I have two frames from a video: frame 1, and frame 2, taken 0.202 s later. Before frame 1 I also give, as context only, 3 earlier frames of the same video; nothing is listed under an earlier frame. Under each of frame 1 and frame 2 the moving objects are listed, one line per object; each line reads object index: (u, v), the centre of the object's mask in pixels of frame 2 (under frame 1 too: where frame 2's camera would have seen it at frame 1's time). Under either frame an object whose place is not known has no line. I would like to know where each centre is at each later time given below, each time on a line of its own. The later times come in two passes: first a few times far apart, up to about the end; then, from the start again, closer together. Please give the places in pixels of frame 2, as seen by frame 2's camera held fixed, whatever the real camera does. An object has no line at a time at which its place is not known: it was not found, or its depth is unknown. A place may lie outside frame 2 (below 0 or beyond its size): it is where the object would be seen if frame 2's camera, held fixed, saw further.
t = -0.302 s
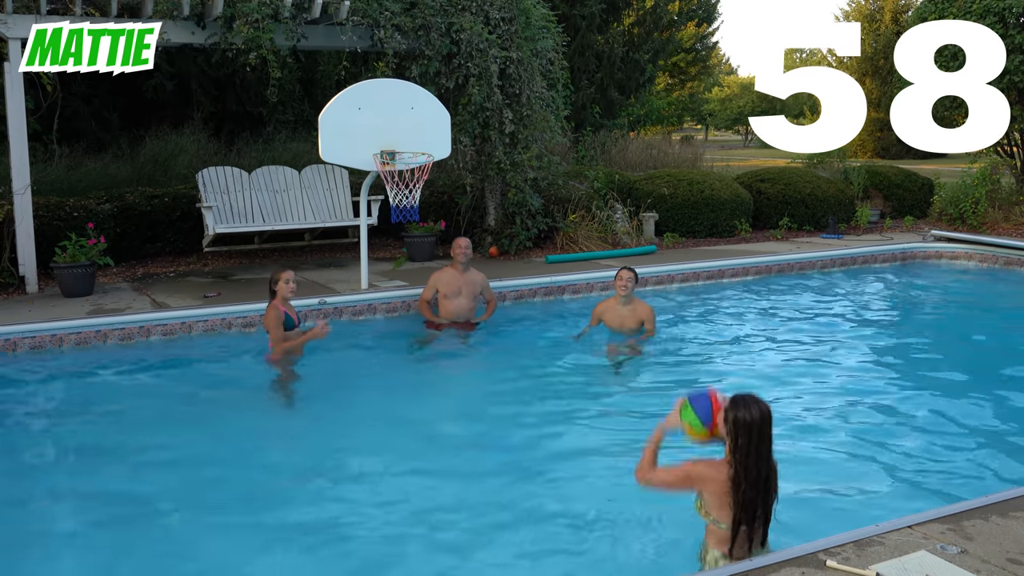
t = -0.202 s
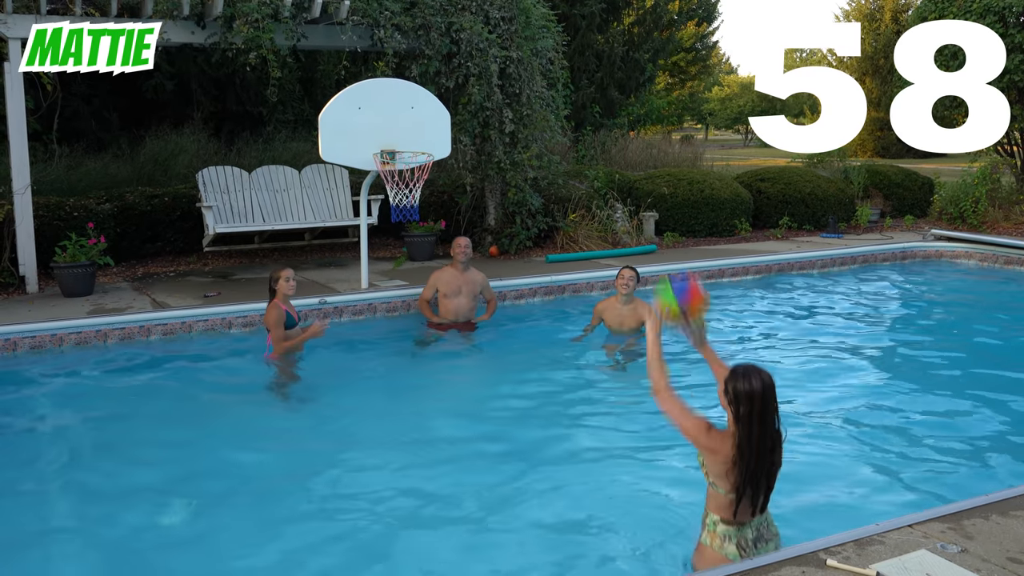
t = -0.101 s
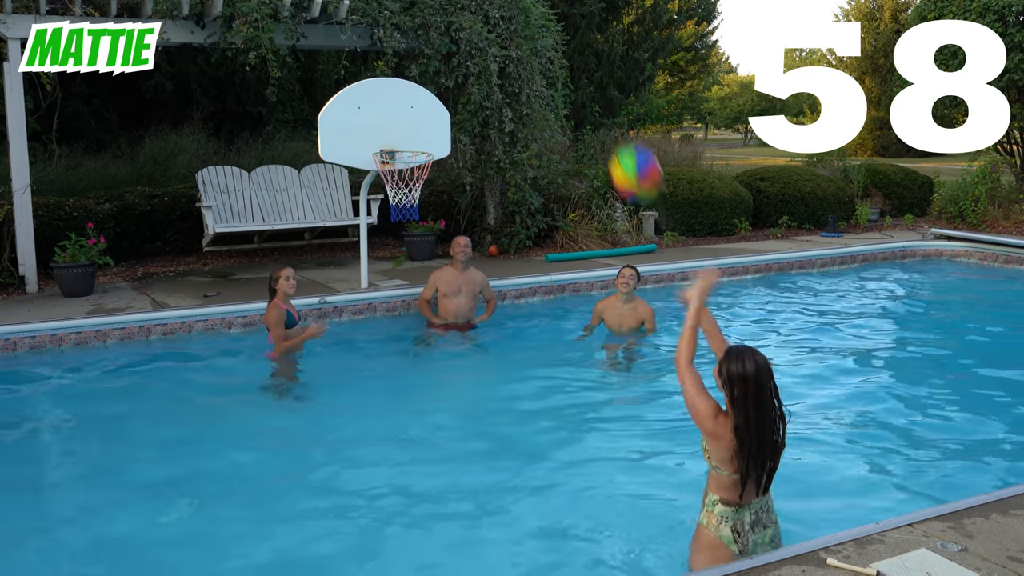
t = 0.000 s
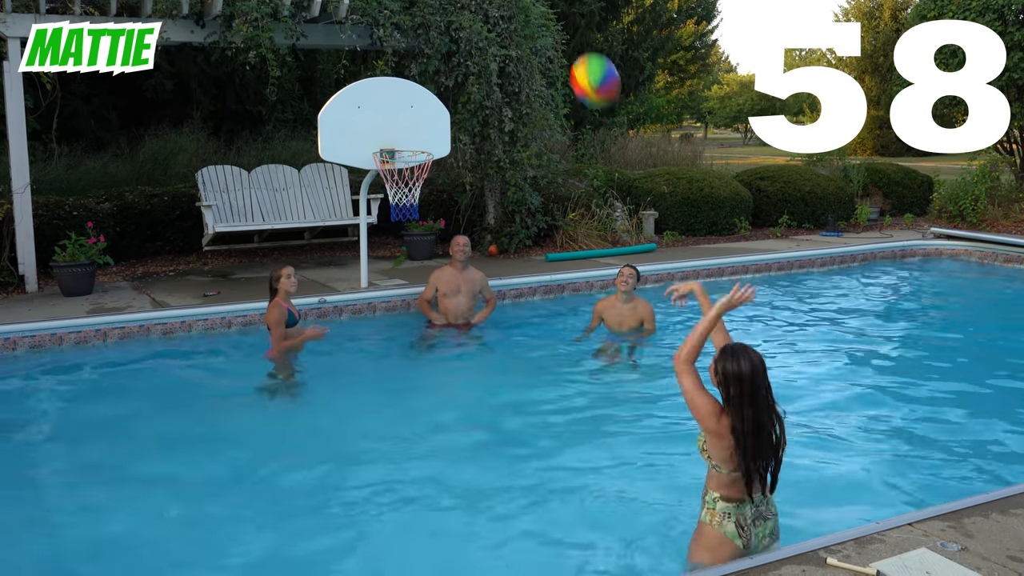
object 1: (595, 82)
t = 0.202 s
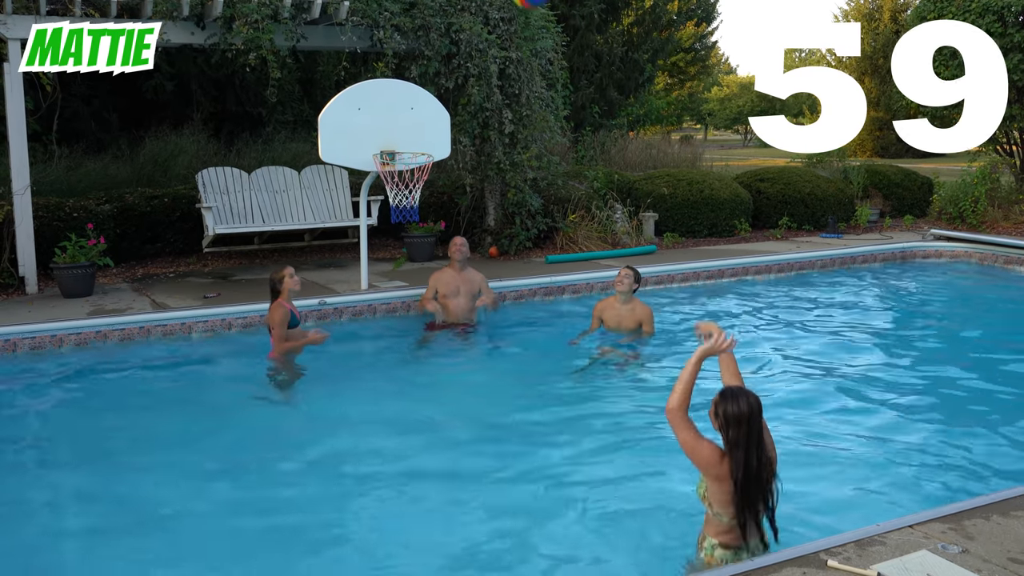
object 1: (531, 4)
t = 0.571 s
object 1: (447, 22)
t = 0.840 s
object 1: (409, 143)
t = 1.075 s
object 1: (348, 76)
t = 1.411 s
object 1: (254, 104)
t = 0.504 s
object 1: (459, 6)
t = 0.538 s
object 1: (454, 11)
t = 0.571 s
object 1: (447, 22)
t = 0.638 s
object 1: (436, 47)
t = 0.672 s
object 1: (431, 62)
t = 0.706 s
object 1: (426, 76)
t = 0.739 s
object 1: (421, 92)
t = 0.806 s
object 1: (412, 129)
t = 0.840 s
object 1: (409, 143)
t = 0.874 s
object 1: (400, 130)
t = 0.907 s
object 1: (391, 118)
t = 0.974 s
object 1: (374, 97)
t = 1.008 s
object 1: (365, 88)
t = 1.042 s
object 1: (356, 82)
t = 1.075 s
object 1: (348, 76)
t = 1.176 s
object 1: (321, 68)
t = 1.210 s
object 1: (311, 68)
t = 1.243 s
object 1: (302, 70)
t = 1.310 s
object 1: (283, 79)
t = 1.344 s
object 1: (274, 85)
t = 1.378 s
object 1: (264, 94)
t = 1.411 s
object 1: (254, 104)
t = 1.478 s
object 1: (233, 132)
